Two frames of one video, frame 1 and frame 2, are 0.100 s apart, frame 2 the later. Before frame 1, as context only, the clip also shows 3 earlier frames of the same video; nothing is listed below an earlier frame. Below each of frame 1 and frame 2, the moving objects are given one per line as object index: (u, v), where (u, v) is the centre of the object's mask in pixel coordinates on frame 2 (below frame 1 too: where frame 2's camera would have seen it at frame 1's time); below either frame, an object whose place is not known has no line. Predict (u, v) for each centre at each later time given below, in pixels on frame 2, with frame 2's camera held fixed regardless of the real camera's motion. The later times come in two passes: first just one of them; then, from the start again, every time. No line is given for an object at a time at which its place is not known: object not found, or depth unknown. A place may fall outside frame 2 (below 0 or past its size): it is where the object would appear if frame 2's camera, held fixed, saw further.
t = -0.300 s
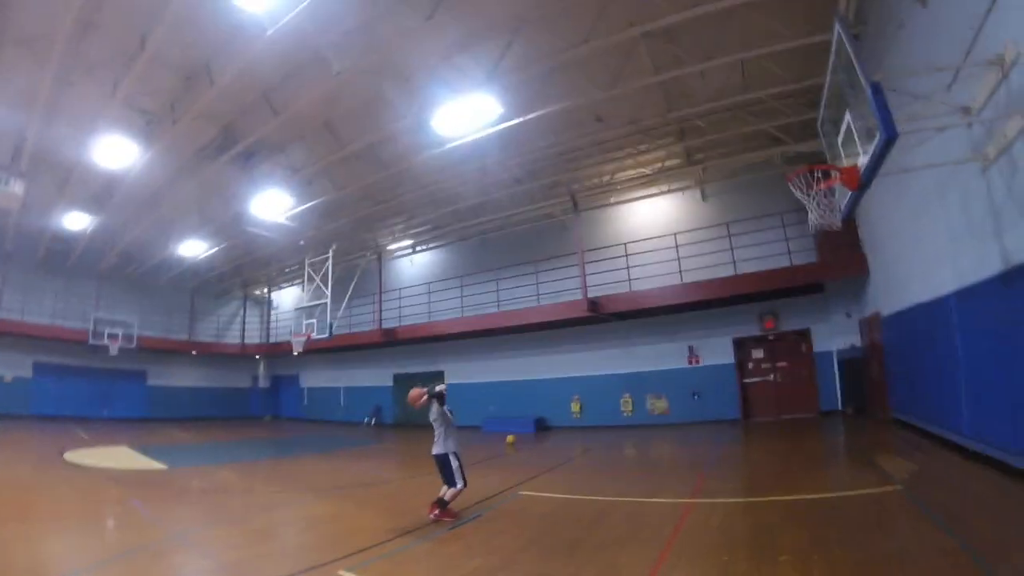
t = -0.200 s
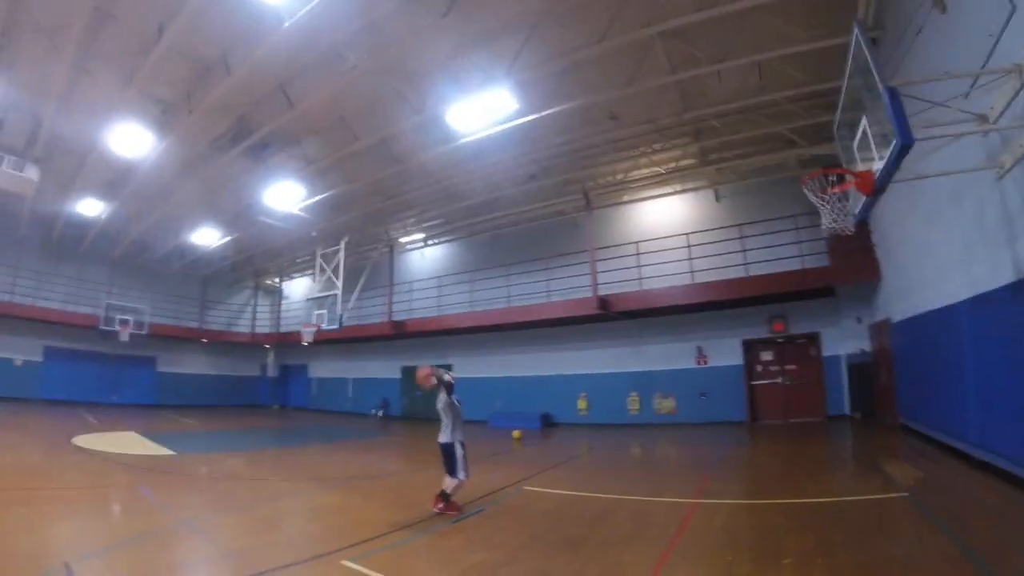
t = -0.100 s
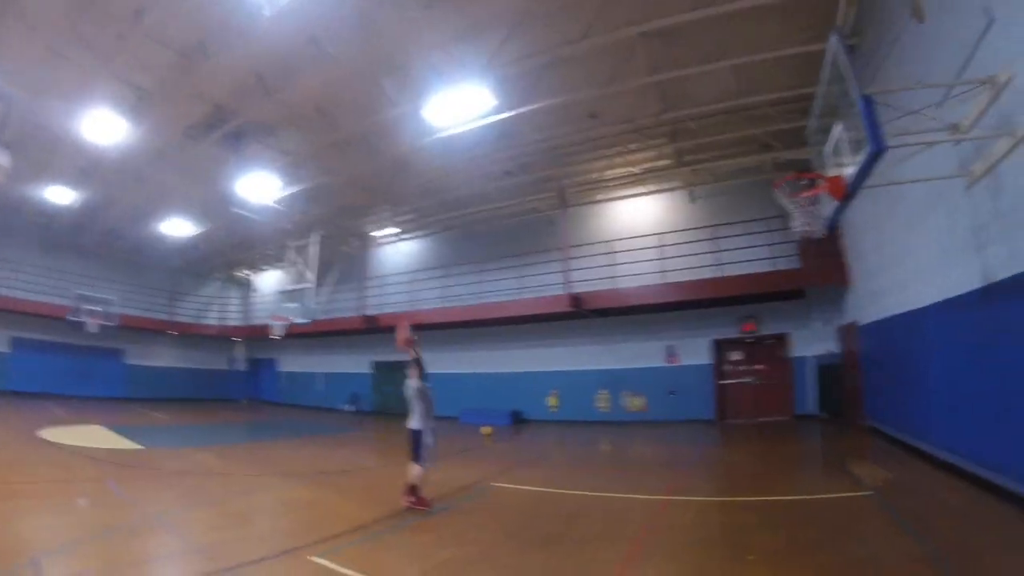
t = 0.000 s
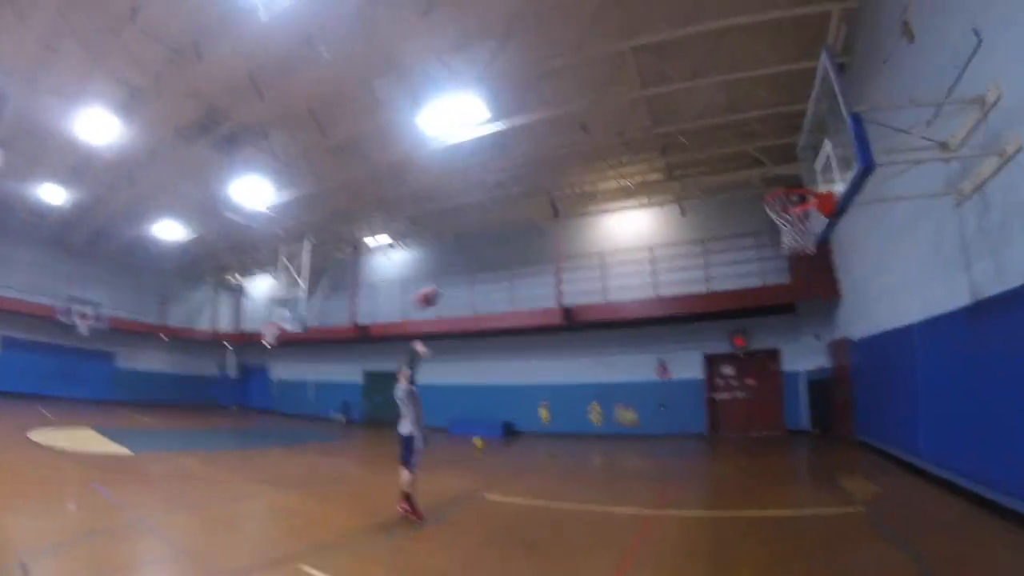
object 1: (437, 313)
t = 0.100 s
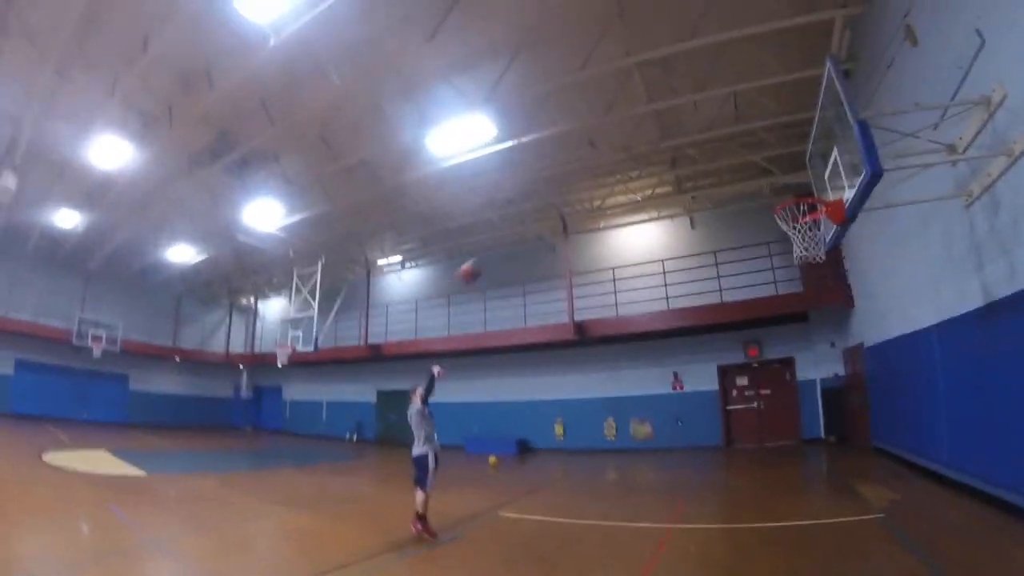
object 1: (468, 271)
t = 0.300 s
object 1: (529, 209)
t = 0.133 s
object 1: (477, 259)
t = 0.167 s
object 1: (488, 247)
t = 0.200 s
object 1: (498, 236)
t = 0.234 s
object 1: (508, 226)
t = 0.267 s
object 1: (517, 218)
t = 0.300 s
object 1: (529, 209)
